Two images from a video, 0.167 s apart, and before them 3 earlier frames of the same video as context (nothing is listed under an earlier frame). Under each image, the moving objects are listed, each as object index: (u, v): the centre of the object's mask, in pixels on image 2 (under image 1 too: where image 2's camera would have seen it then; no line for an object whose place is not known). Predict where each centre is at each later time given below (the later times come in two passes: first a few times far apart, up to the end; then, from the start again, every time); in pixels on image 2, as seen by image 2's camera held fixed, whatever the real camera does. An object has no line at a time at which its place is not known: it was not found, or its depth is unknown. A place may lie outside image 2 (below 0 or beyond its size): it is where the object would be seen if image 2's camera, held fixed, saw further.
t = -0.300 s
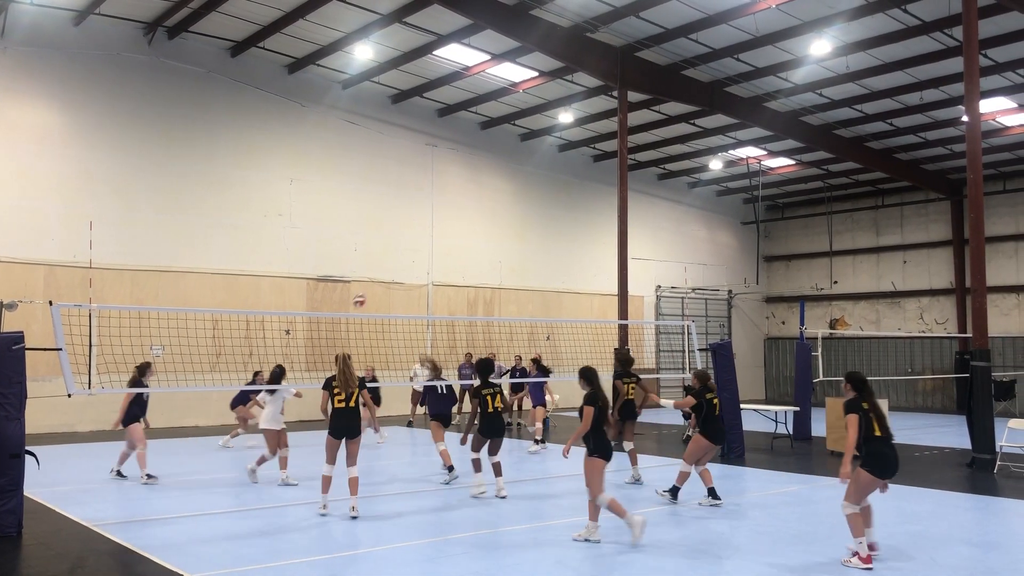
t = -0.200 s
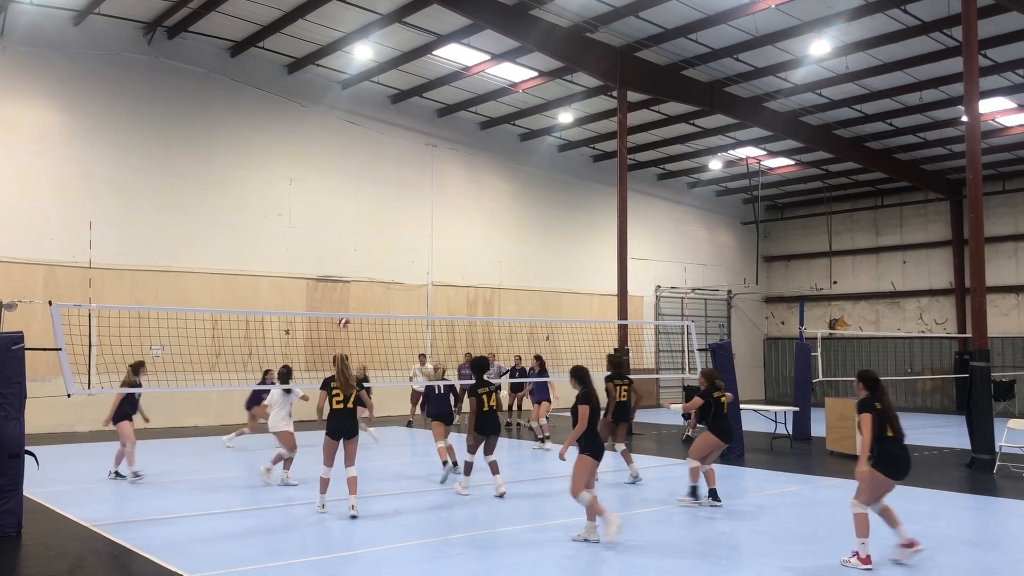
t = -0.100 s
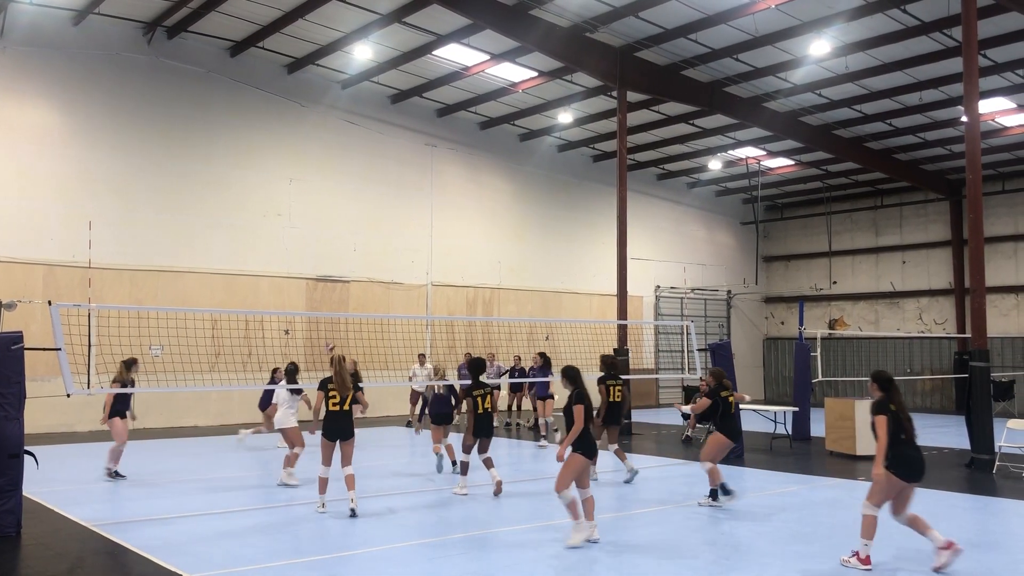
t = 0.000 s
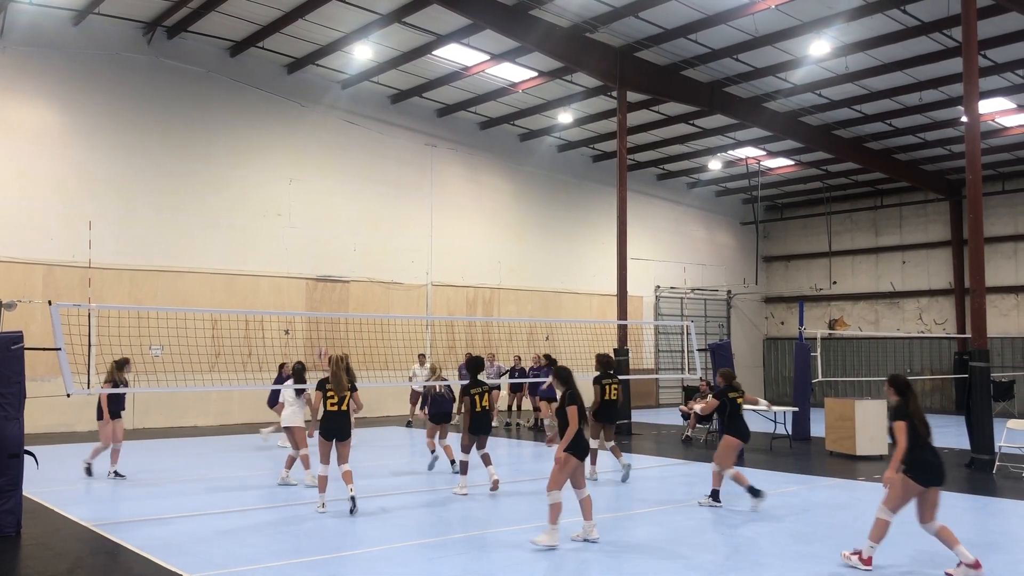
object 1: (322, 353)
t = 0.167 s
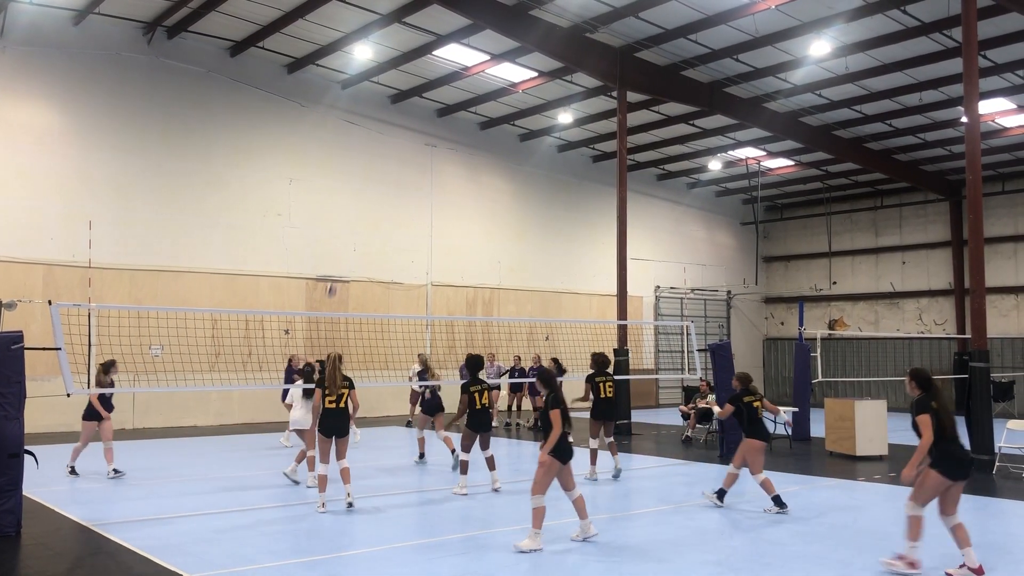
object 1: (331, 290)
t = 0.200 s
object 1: (333, 277)
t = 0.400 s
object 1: (344, 225)
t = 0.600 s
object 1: (355, 192)
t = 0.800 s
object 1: (366, 182)
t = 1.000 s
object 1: (378, 196)
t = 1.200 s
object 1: (389, 238)
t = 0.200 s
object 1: (333, 277)
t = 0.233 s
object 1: (335, 268)
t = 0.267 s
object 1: (336, 259)
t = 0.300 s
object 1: (338, 249)
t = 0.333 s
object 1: (340, 240)
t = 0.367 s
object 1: (342, 233)
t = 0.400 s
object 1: (344, 225)
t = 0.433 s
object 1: (346, 217)
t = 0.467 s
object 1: (348, 211)
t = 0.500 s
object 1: (349, 206)
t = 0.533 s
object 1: (351, 201)
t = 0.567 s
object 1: (353, 196)
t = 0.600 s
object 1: (355, 192)
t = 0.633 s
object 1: (356, 189)
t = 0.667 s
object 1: (358, 186)
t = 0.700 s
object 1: (360, 184)
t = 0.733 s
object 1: (362, 183)
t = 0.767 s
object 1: (364, 182)
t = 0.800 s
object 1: (366, 182)
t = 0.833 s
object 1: (368, 183)
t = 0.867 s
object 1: (370, 184)
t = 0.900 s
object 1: (372, 186)
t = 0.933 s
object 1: (374, 188)
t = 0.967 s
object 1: (375, 192)
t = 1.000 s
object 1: (378, 196)
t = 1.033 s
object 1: (380, 201)
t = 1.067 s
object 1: (382, 207)
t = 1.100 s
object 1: (383, 213)
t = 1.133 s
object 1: (385, 221)
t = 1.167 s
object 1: (387, 229)
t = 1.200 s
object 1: (389, 238)
